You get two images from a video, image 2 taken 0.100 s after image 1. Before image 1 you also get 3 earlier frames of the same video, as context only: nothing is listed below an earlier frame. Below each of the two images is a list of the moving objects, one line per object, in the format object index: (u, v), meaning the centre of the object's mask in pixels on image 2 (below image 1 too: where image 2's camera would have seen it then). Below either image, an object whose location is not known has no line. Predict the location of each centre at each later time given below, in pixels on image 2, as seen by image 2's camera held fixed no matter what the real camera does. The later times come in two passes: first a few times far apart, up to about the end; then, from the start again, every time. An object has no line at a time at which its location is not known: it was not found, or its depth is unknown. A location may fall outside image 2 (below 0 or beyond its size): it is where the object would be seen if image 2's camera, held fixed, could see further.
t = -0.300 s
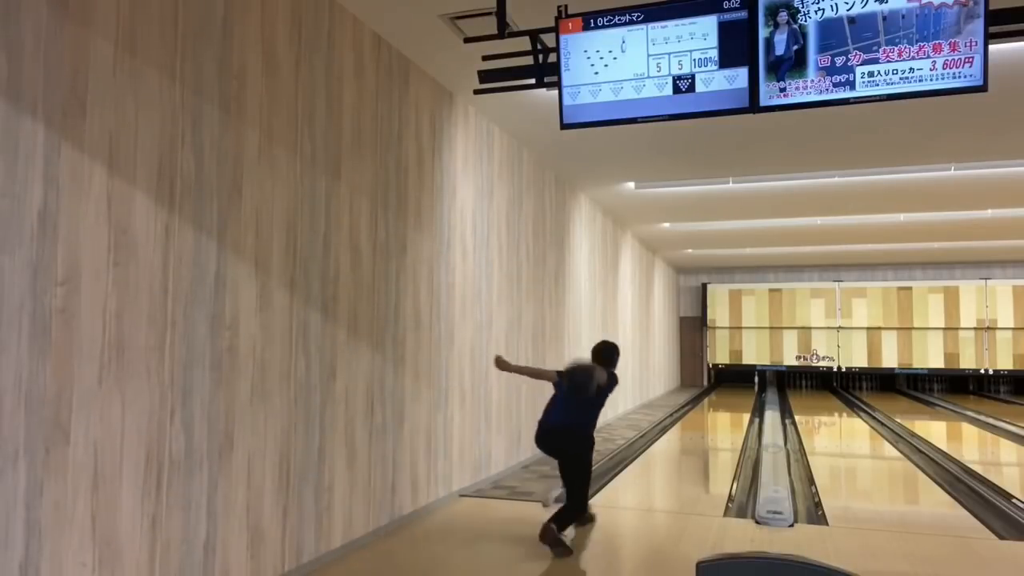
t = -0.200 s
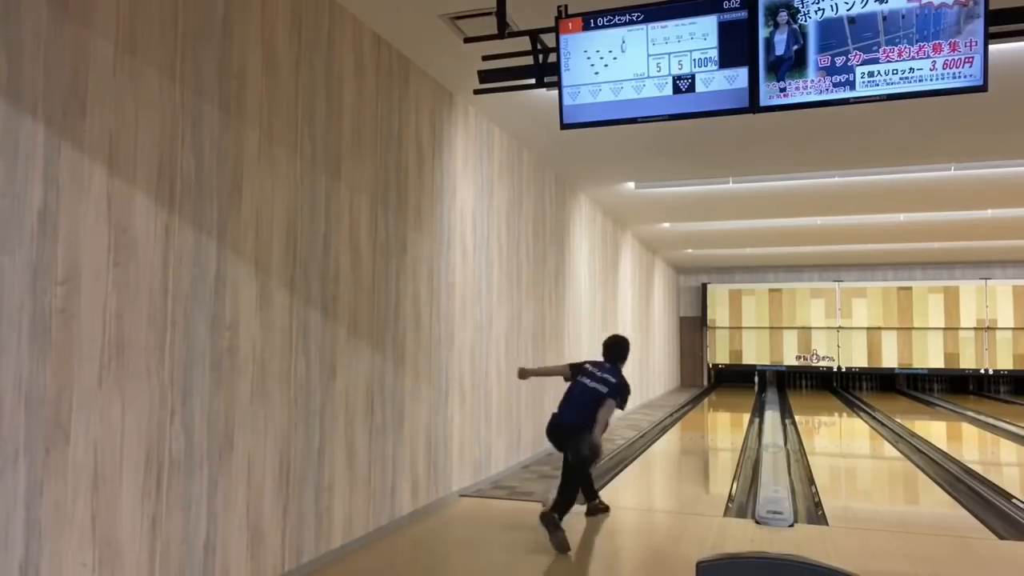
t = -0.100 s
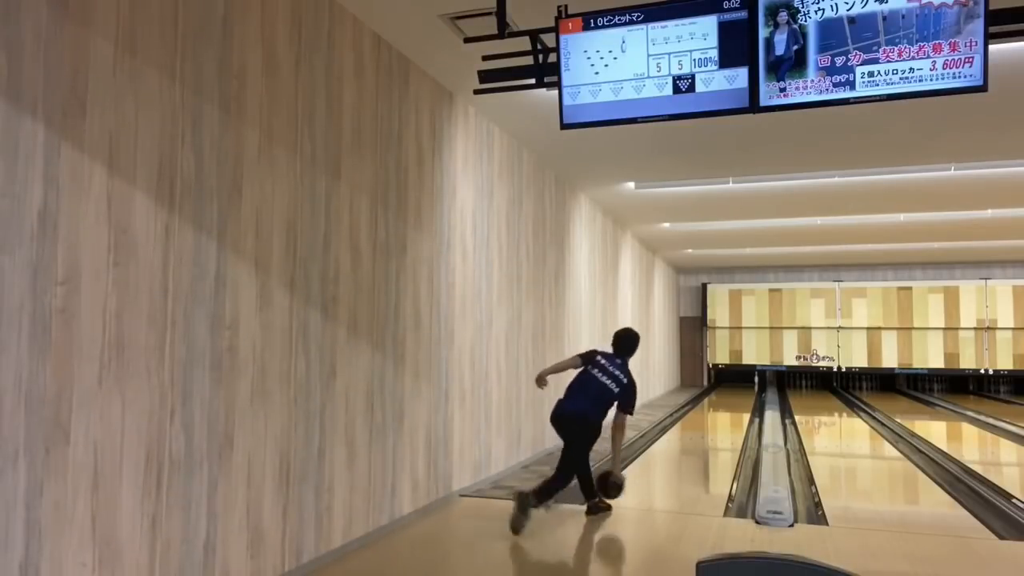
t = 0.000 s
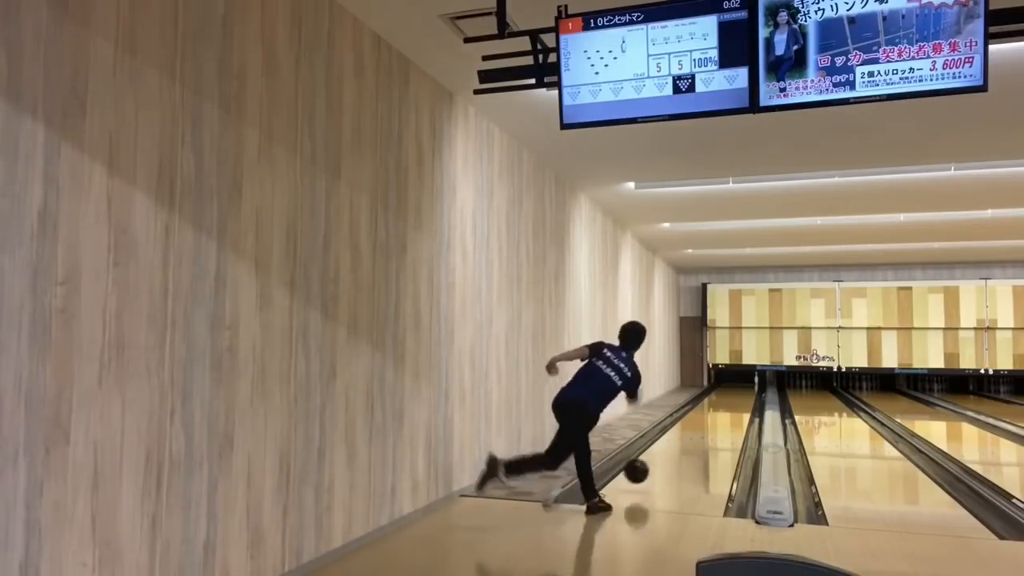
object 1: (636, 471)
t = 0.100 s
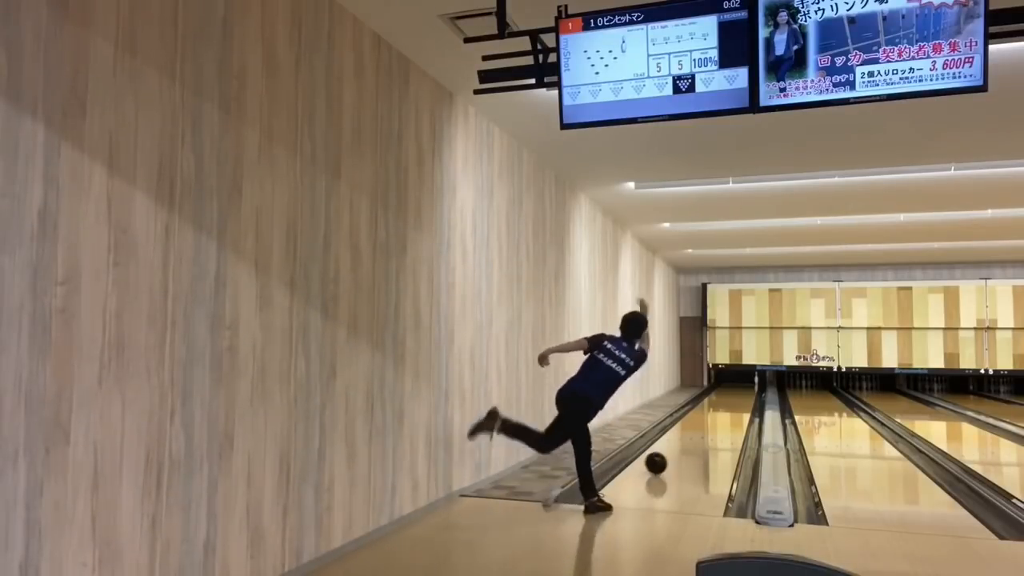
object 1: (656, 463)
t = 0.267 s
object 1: (680, 443)
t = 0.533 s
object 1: (705, 422)
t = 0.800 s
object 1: (721, 408)
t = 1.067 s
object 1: (733, 399)
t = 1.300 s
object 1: (740, 393)
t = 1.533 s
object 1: (745, 388)
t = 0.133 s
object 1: (661, 458)
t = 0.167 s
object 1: (667, 454)
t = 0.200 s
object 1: (672, 451)
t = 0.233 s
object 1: (676, 447)
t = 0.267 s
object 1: (680, 443)
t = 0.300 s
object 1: (684, 440)
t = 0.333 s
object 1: (688, 436)
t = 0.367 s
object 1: (691, 434)
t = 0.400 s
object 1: (694, 431)
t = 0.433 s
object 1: (697, 429)
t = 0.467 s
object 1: (700, 426)
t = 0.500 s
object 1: (702, 424)
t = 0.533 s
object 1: (705, 422)
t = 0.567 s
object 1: (707, 420)
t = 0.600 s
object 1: (710, 418)
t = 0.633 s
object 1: (712, 416)
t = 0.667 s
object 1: (714, 414)
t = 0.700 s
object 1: (716, 413)
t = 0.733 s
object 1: (718, 411)
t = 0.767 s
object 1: (719, 409)
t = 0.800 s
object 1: (721, 408)
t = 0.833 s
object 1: (723, 407)
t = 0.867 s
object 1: (725, 406)
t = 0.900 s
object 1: (726, 405)
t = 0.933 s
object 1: (728, 403)
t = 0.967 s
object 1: (729, 402)
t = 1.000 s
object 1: (730, 401)
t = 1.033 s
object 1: (731, 400)
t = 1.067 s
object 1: (733, 399)
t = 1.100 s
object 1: (734, 398)
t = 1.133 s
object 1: (735, 397)
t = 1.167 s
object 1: (736, 396)
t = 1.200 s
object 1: (737, 396)
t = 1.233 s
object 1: (738, 395)
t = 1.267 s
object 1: (739, 394)
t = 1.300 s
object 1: (740, 393)
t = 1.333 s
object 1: (741, 393)
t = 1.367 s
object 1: (741, 392)
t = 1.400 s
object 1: (742, 391)
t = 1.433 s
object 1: (743, 390)
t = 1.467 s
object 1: (744, 389)
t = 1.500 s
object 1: (745, 388)
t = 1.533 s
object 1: (745, 388)
